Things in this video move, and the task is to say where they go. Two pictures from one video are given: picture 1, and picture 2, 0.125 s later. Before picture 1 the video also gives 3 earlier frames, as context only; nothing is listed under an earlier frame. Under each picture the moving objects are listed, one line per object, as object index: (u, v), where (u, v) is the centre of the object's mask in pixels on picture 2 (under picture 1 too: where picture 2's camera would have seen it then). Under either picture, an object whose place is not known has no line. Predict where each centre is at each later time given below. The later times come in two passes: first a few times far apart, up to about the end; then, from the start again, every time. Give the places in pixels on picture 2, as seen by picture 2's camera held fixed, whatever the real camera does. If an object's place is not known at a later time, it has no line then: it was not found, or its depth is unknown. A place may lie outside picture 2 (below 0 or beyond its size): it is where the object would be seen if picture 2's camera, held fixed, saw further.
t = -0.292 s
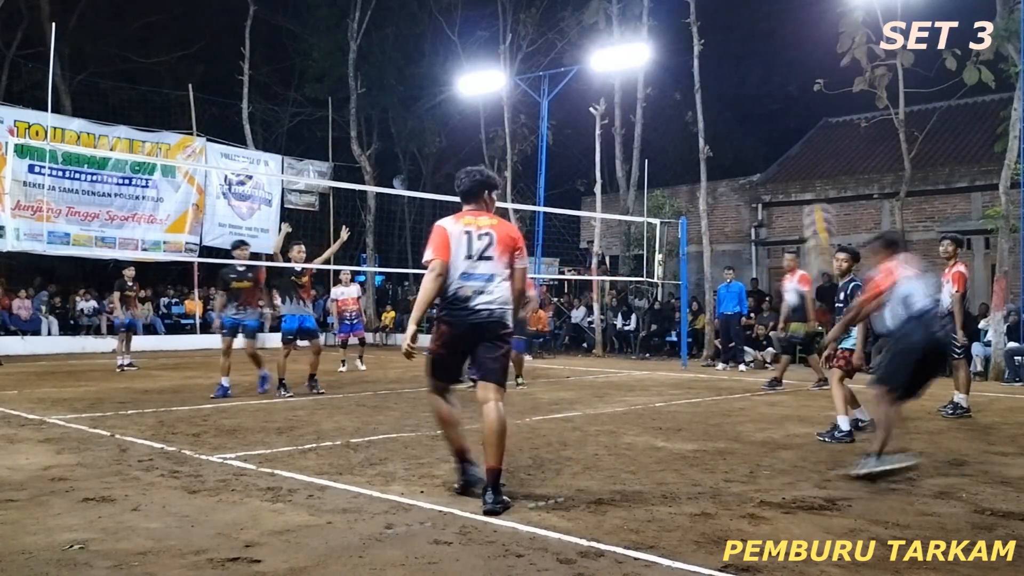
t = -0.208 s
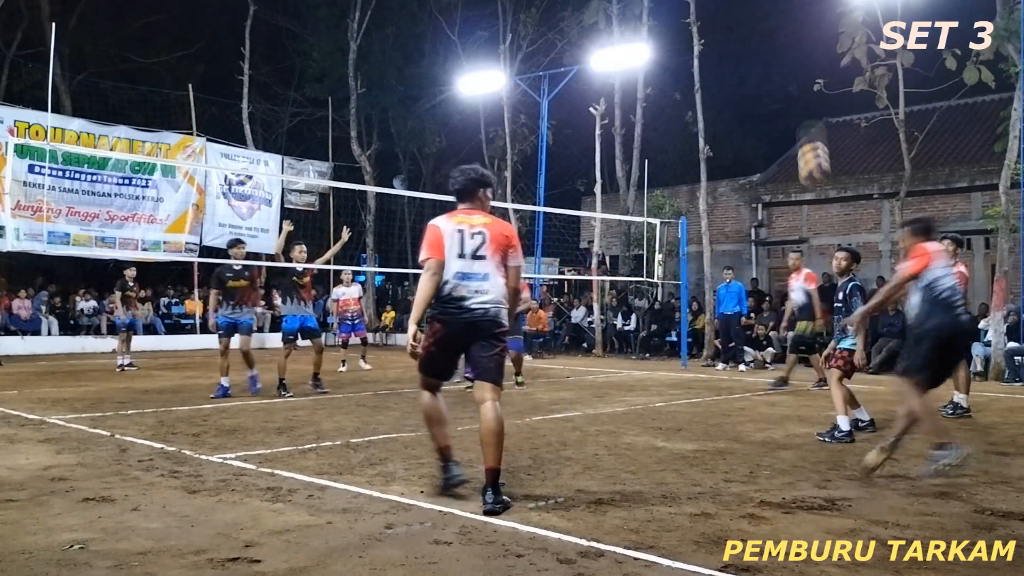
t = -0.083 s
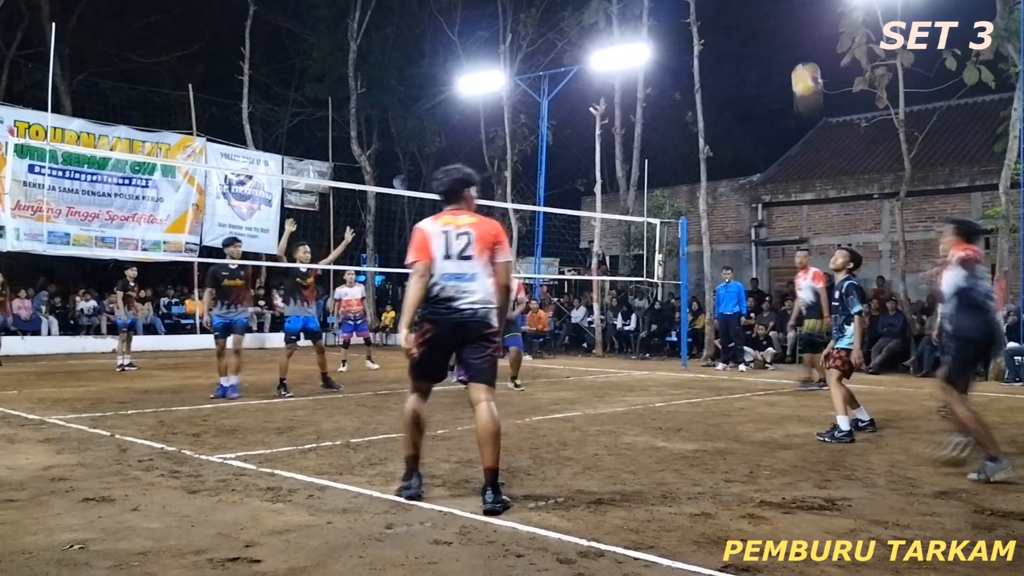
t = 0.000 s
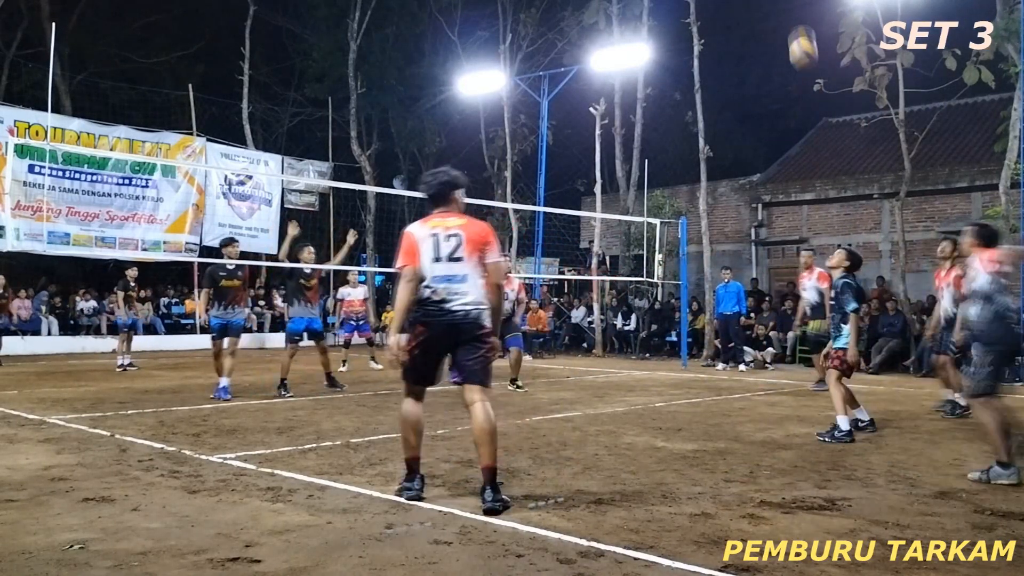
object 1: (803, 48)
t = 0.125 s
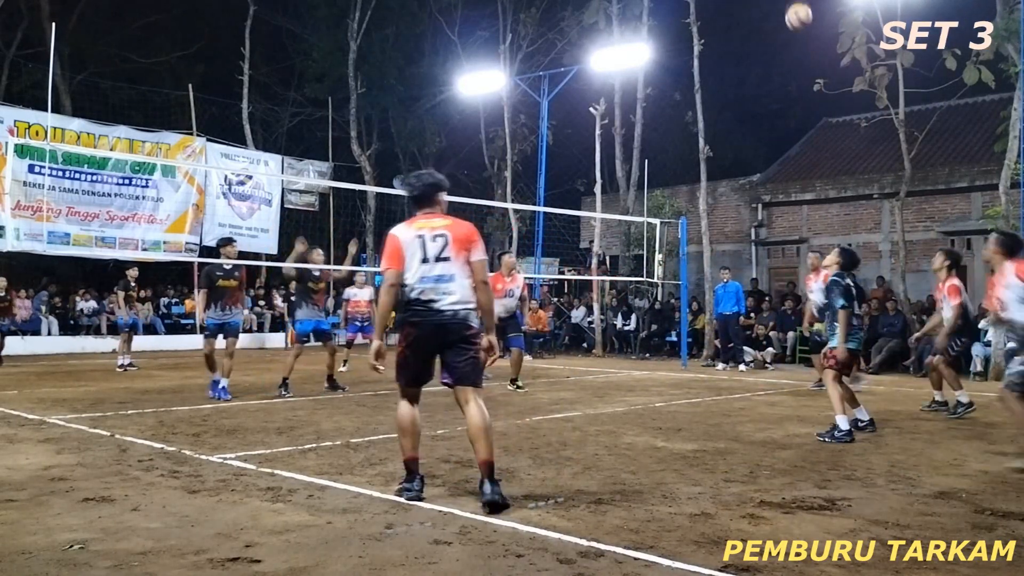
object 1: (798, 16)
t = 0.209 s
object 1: (796, 8)
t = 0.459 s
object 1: (792, 17)
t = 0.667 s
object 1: (790, 65)
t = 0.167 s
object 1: (797, 11)
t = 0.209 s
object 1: (796, 8)
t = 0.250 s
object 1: (795, 7)
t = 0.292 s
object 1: (794, 7)
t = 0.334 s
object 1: (793, 7)
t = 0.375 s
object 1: (793, 9)
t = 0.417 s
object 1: (792, 11)
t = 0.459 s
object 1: (792, 17)
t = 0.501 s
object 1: (791, 24)
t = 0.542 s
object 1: (791, 32)
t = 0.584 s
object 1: (790, 41)
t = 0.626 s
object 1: (790, 53)
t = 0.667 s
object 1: (790, 65)
